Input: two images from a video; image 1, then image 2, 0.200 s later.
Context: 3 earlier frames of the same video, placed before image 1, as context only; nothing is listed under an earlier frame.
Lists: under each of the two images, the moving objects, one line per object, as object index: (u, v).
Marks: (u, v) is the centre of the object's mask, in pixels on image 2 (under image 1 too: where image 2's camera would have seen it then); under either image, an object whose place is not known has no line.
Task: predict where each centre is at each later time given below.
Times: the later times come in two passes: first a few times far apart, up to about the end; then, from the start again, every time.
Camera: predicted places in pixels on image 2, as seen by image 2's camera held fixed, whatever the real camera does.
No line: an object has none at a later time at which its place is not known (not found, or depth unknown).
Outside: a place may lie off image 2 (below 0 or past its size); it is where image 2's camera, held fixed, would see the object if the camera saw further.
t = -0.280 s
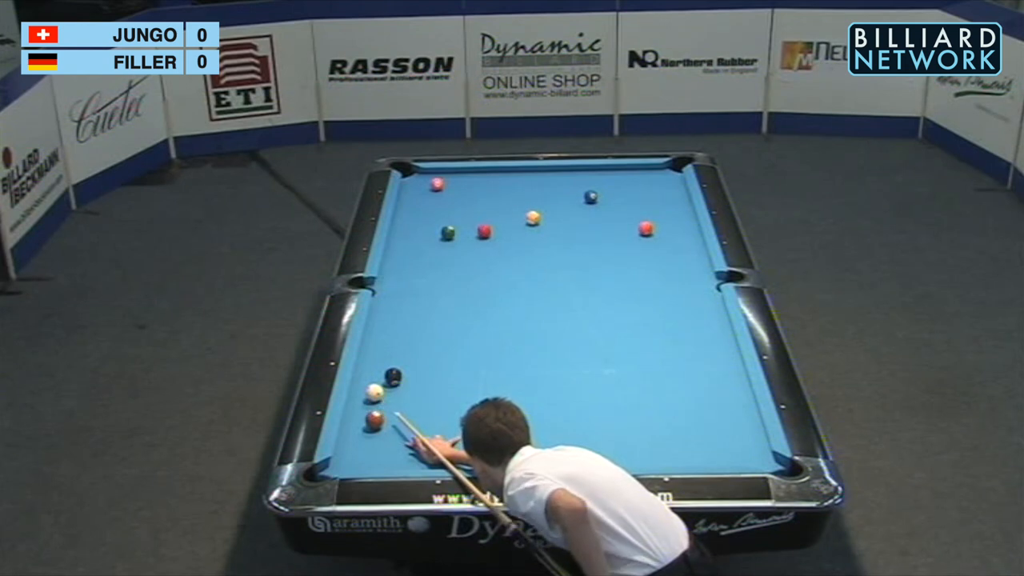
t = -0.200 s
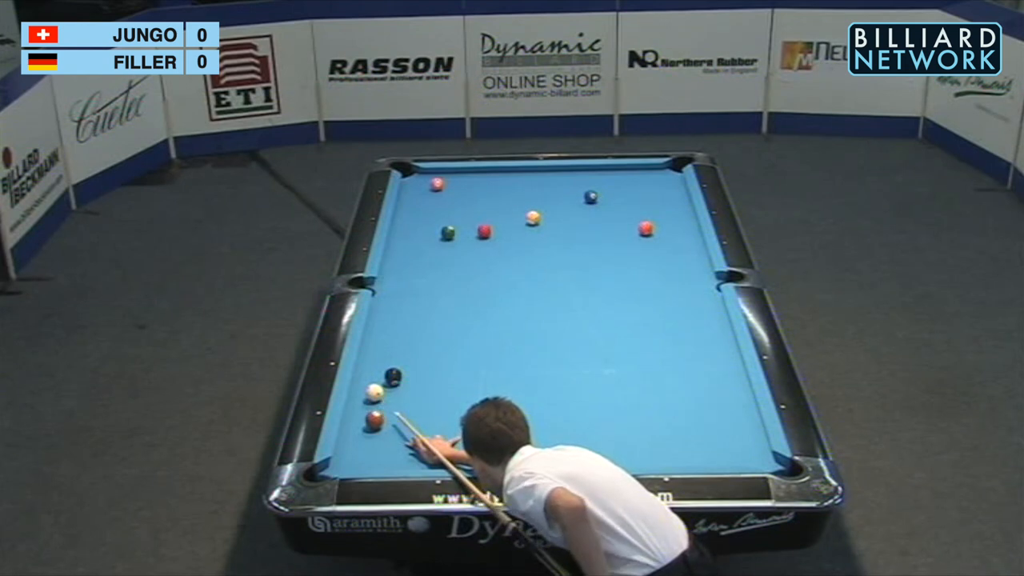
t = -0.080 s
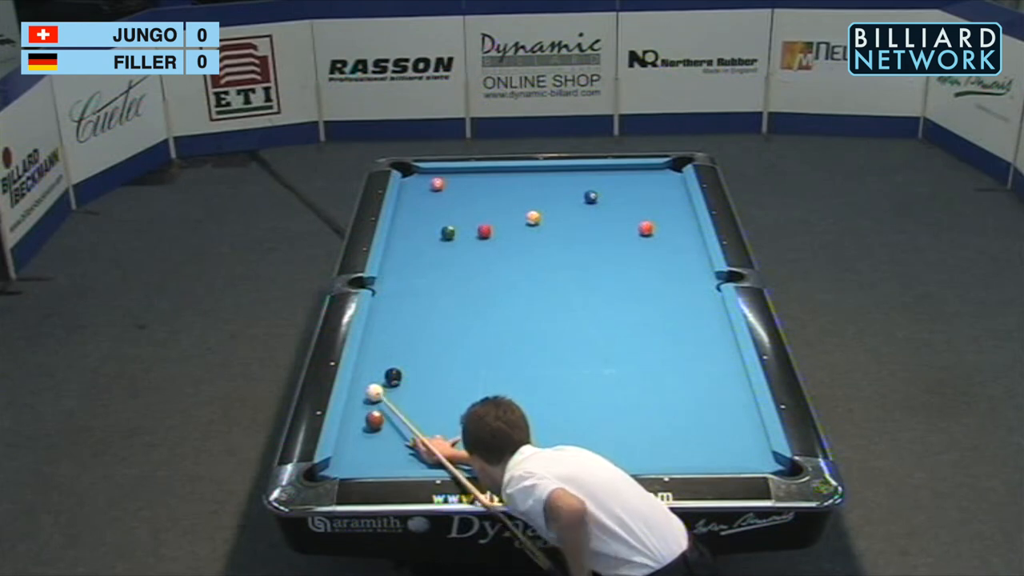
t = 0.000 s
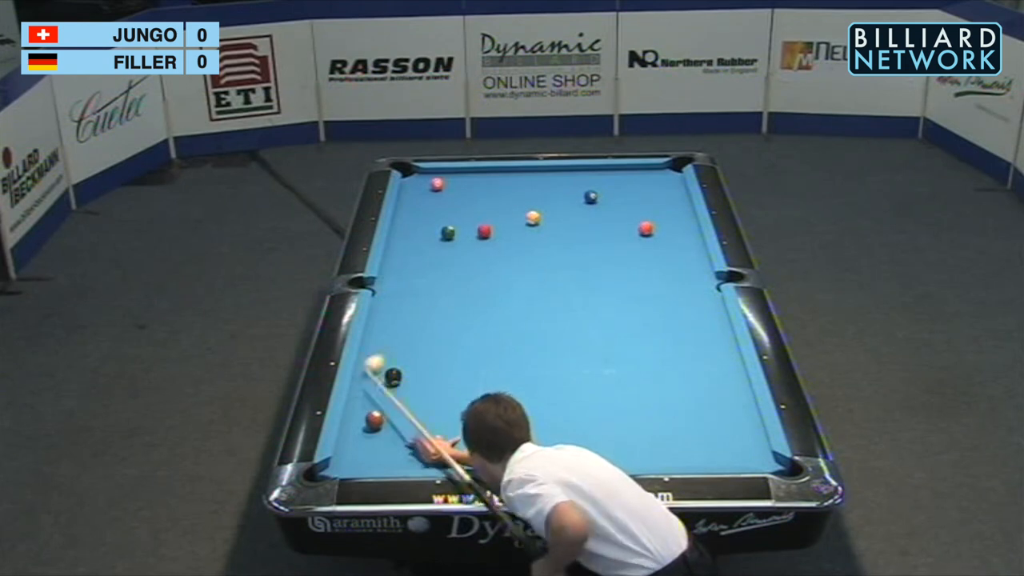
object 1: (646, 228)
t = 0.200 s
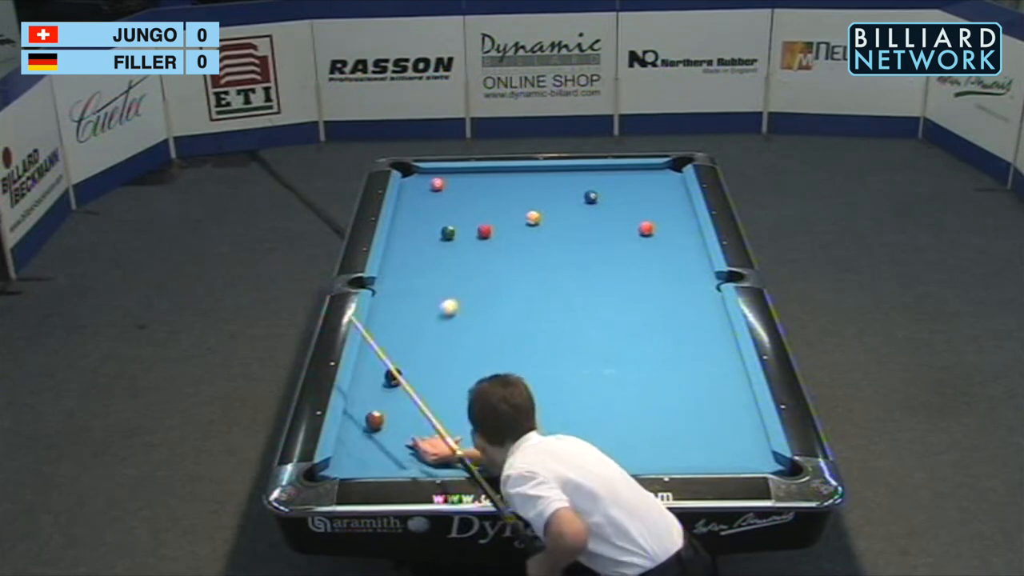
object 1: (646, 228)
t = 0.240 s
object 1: (646, 228)
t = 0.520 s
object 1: (647, 228)
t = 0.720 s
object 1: (646, 228)
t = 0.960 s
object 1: (647, 229)
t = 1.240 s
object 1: (646, 228)
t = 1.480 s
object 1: (646, 228)
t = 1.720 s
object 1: (646, 228)
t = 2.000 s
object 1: (646, 228)
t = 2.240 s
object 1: (647, 229)
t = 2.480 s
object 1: (646, 228)
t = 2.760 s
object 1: (646, 229)
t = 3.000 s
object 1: (653, 231)
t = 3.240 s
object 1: (663, 234)
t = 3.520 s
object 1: (673, 238)
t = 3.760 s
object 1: (681, 240)
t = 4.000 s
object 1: (687, 241)
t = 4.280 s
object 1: (695, 244)
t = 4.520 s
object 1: (699, 245)
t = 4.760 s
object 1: (698, 246)
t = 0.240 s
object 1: (646, 228)
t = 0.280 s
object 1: (646, 228)
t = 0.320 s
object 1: (646, 228)
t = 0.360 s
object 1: (646, 228)
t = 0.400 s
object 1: (646, 228)
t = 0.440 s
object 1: (646, 228)
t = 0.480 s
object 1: (646, 228)
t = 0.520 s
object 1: (647, 228)
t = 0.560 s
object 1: (646, 228)
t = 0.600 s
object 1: (647, 228)
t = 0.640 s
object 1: (646, 228)
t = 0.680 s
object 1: (646, 228)
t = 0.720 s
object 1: (646, 228)
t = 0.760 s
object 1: (646, 228)
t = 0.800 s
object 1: (646, 228)
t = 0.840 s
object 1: (647, 228)
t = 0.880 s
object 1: (647, 228)
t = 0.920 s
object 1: (647, 228)
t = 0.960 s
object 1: (647, 229)
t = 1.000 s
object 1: (646, 228)
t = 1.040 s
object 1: (646, 228)
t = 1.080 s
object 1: (646, 228)
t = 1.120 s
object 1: (646, 228)
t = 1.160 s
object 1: (646, 228)
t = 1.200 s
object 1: (646, 228)
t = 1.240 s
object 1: (646, 228)
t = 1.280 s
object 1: (646, 228)
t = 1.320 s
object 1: (646, 228)
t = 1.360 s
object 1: (646, 228)
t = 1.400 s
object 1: (646, 228)
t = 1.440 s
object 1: (646, 228)
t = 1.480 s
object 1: (646, 228)
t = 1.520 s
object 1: (646, 228)
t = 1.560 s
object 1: (646, 228)
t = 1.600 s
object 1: (646, 228)
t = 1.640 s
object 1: (647, 229)
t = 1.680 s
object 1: (646, 228)
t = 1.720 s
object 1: (646, 228)
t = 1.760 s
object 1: (646, 228)
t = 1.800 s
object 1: (646, 228)
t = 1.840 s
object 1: (646, 228)
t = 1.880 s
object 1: (646, 228)
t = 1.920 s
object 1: (646, 228)
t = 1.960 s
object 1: (646, 228)
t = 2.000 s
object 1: (646, 228)
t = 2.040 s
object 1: (647, 229)
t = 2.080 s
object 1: (647, 229)
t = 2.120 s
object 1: (647, 229)
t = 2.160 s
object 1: (647, 229)
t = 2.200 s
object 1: (647, 229)
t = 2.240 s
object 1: (647, 229)
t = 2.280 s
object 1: (647, 229)
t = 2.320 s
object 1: (647, 229)
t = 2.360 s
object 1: (647, 229)
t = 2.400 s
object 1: (647, 229)
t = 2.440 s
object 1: (647, 229)
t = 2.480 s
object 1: (646, 228)
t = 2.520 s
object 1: (646, 228)
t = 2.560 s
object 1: (646, 228)
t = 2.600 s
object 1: (647, 229)
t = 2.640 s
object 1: (647, 229)
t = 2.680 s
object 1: (647, 228)
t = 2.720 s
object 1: (647, 228)
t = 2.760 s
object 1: (646, 229)
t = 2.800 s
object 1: (647, 229)
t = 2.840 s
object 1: (647, 229)
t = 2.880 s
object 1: (648, 229)
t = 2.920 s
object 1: (650, 229)
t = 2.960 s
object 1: (652, 230)
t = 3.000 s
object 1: (653, 231)
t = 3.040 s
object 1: (655, 231)
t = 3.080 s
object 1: (657, 232)
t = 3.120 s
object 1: (658, 232)
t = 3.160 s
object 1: (659, 232)
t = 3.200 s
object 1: (661, 233)
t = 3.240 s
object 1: (663, 234)
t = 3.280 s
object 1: (664, 234)
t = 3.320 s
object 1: (666, 235)
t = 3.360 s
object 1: (667, 235)
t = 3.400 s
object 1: (669, 236)
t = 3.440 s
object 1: (671, 236)
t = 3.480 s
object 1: (672, 237)
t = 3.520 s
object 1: (673, 238)
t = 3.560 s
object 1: (675, 238)
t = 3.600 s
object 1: (676, 238)
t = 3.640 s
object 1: (677, 238)
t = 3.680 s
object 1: (678, 239)
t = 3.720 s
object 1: (680, 239)
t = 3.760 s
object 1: (681, 240)
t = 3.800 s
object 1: (683, 240)
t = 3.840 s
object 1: (684, 240)
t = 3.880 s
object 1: (684, 241)
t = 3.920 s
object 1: (686, 241)
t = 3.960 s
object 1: (687, 241)
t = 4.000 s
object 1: (687, 241)
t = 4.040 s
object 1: (689, 242)
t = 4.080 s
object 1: (690, 242)
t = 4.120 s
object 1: (691, 242)
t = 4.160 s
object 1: (692, 243)
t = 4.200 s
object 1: (693, 243)
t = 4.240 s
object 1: (694, 244)
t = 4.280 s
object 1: (695, 244)
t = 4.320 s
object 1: (695, 244)
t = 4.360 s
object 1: (696, 244)
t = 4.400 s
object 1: (697, 244)
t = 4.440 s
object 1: (698, 245)
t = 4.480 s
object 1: (698, 245)
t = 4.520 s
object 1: (699, 245)
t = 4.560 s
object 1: (699, 245)
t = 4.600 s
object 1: (699, 245)
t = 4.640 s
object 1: (699, 245)
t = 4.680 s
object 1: (699, 246)
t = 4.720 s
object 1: (698, 246)
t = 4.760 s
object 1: (698, 246)
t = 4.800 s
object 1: (698, 246)
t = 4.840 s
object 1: (698, 246)
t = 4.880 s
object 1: (698, 246)
